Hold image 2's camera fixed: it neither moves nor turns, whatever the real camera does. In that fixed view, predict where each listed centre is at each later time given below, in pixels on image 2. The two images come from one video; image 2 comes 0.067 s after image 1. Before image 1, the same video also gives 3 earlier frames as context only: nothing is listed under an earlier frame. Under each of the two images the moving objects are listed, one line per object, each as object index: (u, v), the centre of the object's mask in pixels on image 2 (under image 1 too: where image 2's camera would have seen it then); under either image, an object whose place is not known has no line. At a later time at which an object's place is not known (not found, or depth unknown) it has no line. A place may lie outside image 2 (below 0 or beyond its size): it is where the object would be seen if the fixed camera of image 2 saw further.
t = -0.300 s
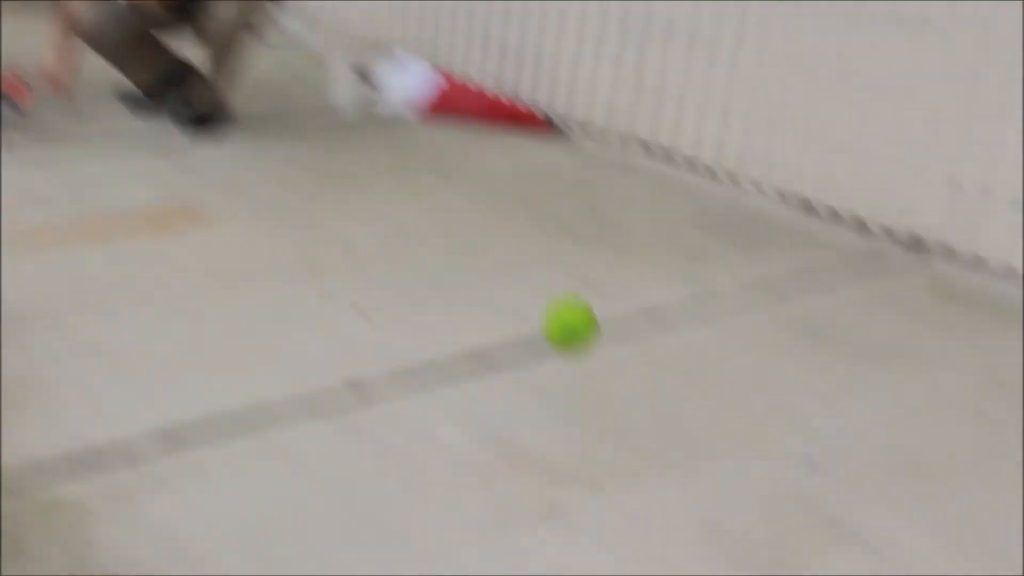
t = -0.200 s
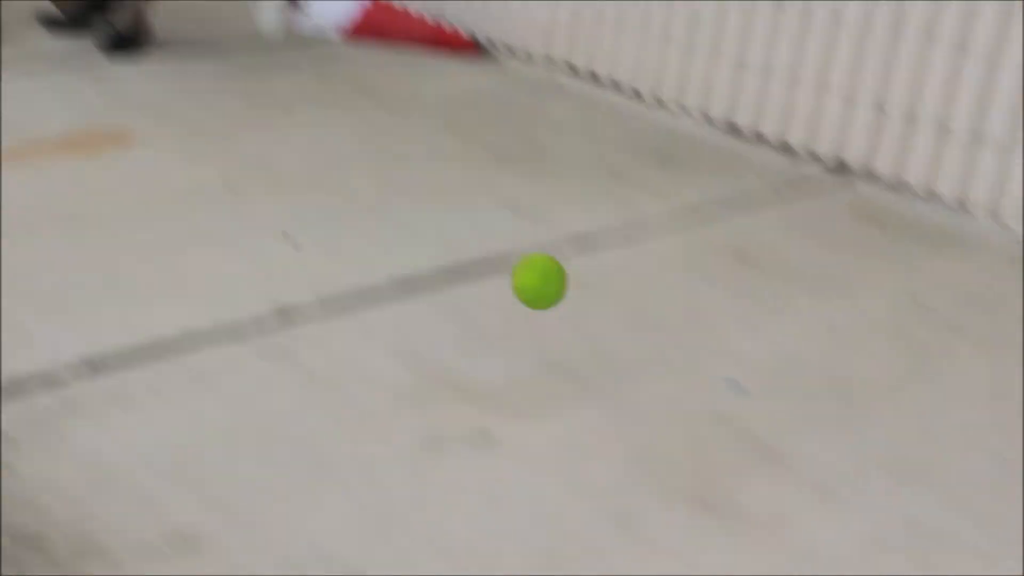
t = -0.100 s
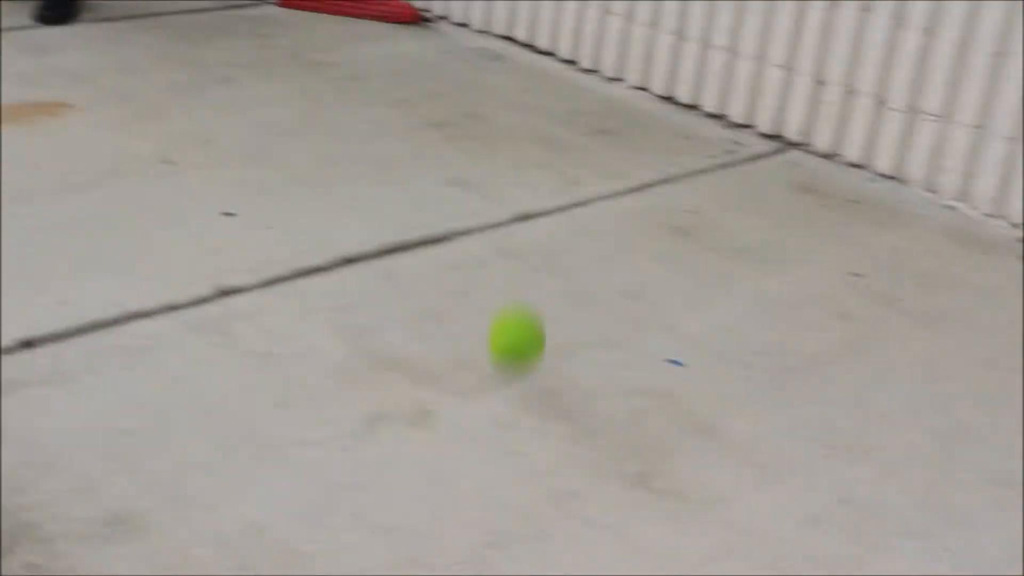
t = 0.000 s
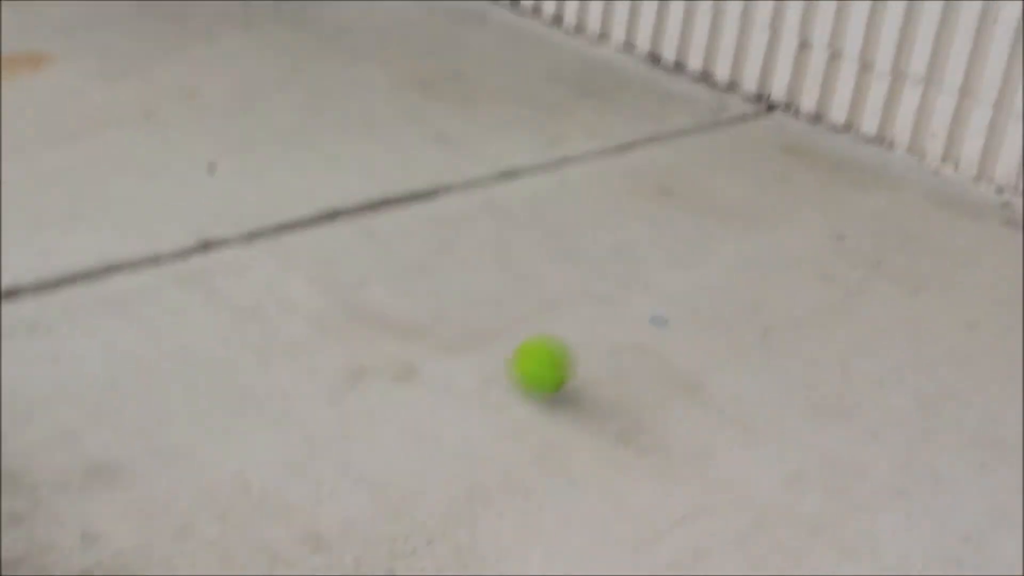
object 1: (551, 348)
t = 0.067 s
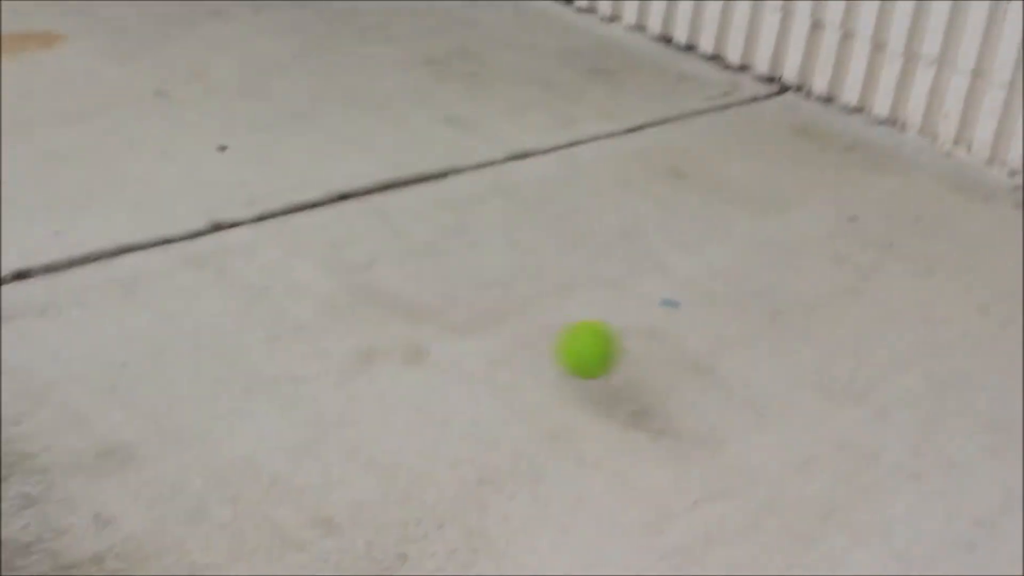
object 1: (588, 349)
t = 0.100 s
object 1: (605, 357)
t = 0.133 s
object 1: (622, 373)
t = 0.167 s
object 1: (639, 393)
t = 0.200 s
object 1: (654, 422)
